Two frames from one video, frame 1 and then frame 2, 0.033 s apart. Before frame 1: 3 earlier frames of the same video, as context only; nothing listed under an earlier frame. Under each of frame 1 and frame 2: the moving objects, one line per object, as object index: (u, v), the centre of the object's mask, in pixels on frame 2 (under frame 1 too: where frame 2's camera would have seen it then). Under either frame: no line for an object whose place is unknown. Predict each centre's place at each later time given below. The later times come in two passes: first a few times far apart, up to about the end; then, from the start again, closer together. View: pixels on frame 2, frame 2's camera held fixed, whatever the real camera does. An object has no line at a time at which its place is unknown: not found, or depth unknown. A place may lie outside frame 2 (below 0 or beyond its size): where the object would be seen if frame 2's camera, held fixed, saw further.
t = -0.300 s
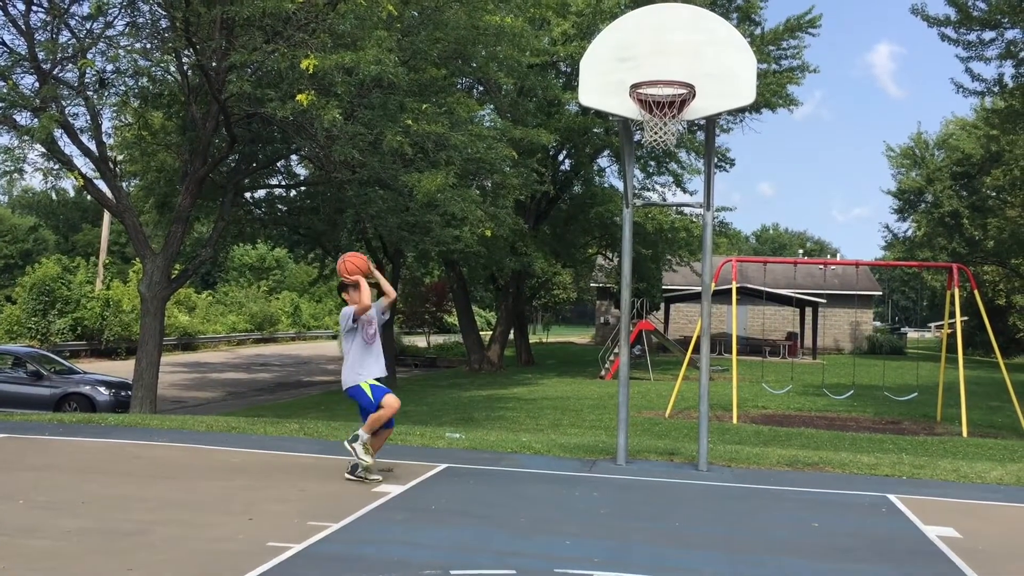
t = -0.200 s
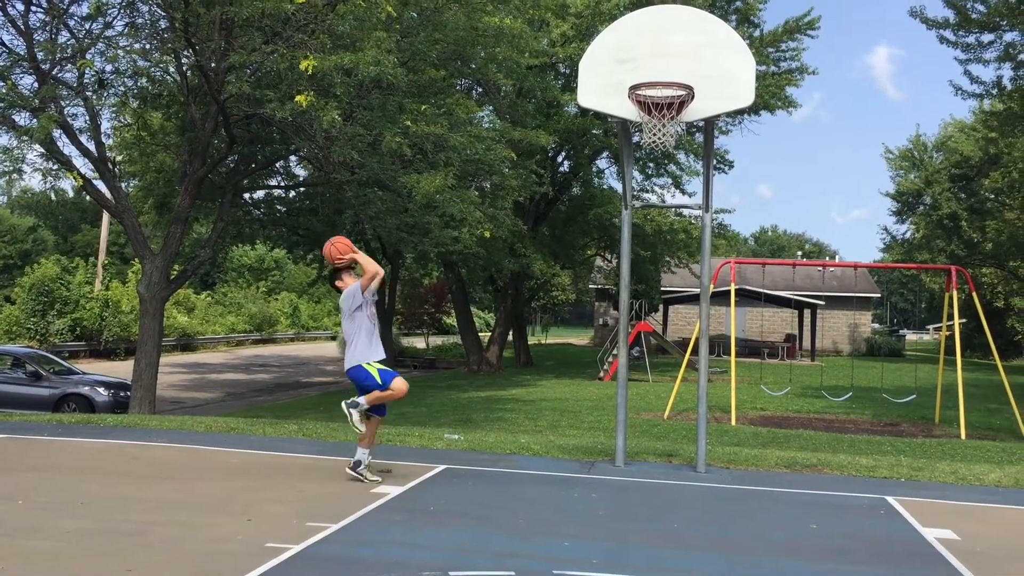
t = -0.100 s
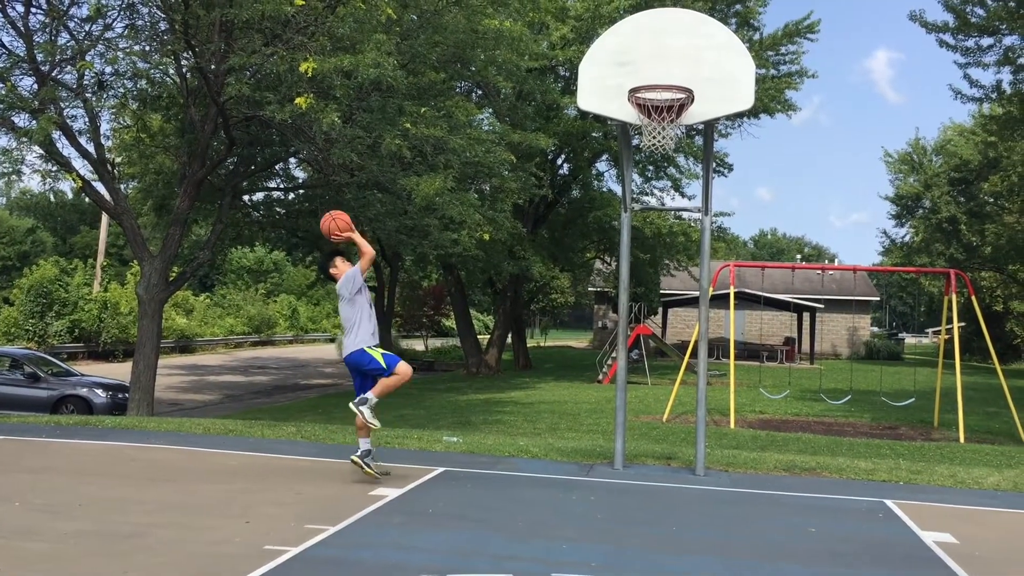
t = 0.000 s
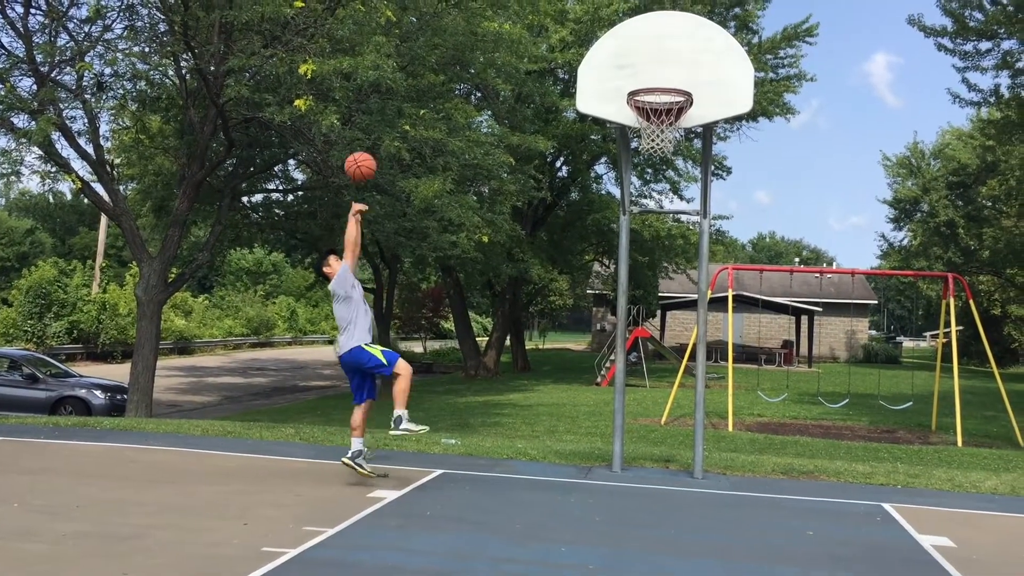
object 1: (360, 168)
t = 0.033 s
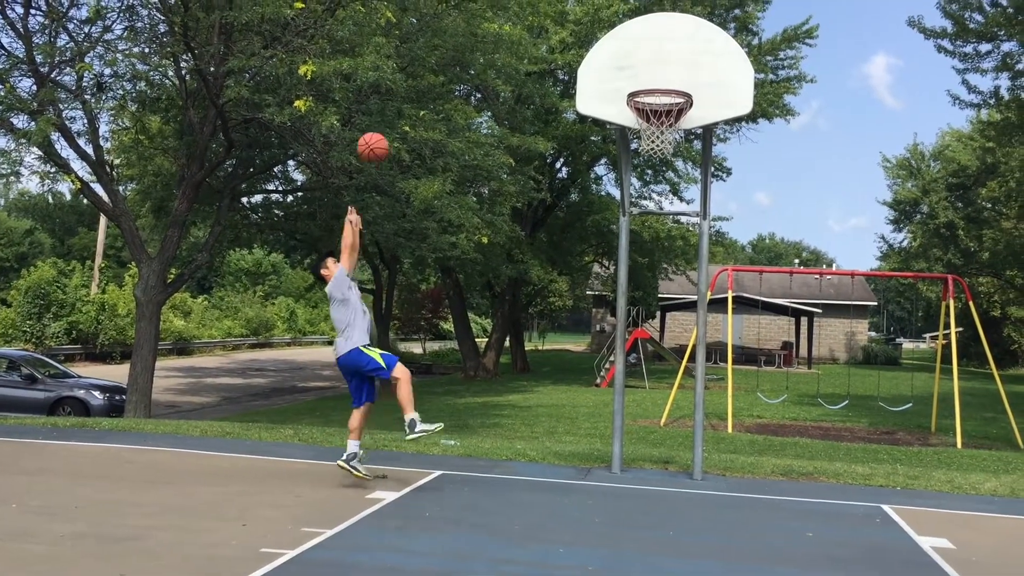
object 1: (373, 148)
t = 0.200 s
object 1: (436, 66)
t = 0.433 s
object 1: (522, 10)
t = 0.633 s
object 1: (596, 17)
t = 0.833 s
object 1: (668, 76)
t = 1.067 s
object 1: (682, 76)
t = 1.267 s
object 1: (677, 82)
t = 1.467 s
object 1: (649, 108)
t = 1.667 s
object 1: (646, 121)
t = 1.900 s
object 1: (672, 141)
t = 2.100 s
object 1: (668, 175)
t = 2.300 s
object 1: (664, 264)
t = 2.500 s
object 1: (657, 415)
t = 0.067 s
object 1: (386, 128)
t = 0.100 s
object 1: (398, 111)
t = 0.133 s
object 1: (411, 95)
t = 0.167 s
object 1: (423, 79)
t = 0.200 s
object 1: (436, 66)
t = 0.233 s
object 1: (448, 53)
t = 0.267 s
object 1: (460, 43)
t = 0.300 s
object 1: (473, 33)
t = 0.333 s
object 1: (486, 25)
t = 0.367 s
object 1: (498, 19)
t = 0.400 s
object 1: (510, 13)
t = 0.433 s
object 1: (522, 10)
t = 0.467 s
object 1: (534, 8)
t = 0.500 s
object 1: (547, 7)
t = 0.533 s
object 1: (559, 8)
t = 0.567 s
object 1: (571, 9)
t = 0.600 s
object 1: (583, 12)
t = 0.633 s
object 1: (596, 17)
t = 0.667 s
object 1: (607, 23)
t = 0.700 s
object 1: (619, 31)
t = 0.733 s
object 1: (632, 41)
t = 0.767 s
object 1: (644, 52)
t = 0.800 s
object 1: (656, 64)
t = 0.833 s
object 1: (668, 76)
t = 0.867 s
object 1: (671, 75)
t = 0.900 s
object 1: (673, 73)
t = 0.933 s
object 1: (675, 71)
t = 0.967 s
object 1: (677, 70)
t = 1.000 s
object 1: (679, 71)
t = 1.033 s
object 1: (681, 74)
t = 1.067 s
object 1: (682, 76)
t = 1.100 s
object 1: (682, 75)
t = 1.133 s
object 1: (682, 75)
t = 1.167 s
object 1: (681, 77)
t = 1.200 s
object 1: (681, 79)
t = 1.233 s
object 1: (681, 81)
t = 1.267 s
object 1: (677, 82)
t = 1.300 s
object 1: (672, 82)
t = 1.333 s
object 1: (667, 82)
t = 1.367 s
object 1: (662, 84)
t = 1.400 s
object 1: (657, 85)
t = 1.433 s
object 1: (656, 99)
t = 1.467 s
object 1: (649, 108)
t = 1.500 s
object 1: (645, 111)
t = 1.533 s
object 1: (641, 112)
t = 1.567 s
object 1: (640, 114)
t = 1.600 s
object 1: (641, 115)
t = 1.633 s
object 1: (644, 119)
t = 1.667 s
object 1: (646, 121)
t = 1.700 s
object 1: (649, 124)
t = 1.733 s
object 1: (653, 127)
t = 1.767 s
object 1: (657, 129)
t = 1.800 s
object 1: (662, 131)
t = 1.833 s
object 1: (666, 133)
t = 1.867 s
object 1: (670, 136)
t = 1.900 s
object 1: (672, 141)
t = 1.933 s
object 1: (670, 145)
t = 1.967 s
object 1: (669, 150)
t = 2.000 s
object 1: (668, 153)
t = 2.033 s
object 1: (668, 157)
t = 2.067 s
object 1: (667, 165)
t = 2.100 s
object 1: (668, 175)
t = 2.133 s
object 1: (667, 185)
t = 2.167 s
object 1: (666, 198)
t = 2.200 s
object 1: (667, 212)
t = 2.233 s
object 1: (666, 228)
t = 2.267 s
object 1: (665, 245)
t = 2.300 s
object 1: (664, 264)
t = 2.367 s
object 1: (663, 307)
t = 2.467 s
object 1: (659, 385)
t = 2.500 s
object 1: (657, 415)
